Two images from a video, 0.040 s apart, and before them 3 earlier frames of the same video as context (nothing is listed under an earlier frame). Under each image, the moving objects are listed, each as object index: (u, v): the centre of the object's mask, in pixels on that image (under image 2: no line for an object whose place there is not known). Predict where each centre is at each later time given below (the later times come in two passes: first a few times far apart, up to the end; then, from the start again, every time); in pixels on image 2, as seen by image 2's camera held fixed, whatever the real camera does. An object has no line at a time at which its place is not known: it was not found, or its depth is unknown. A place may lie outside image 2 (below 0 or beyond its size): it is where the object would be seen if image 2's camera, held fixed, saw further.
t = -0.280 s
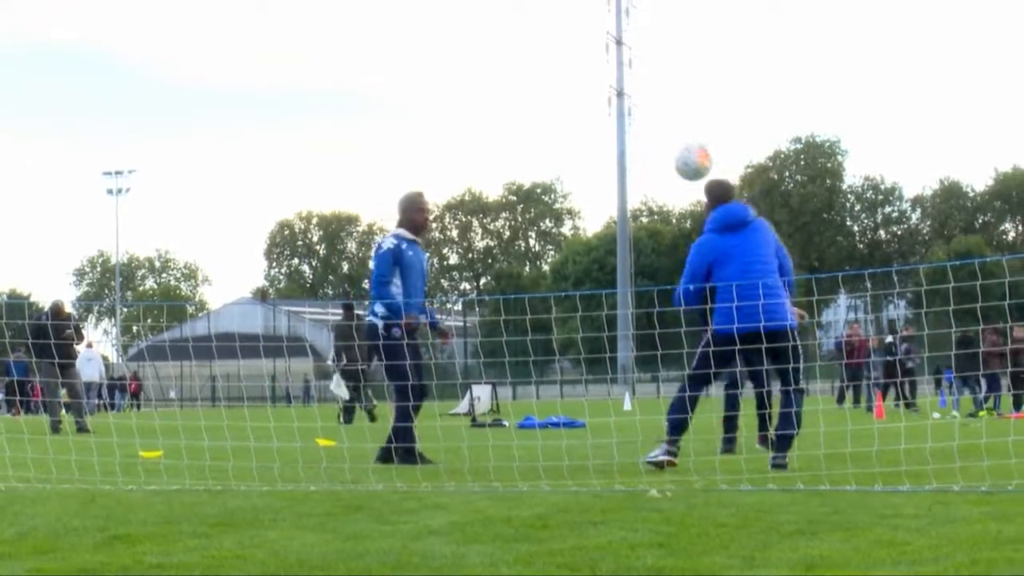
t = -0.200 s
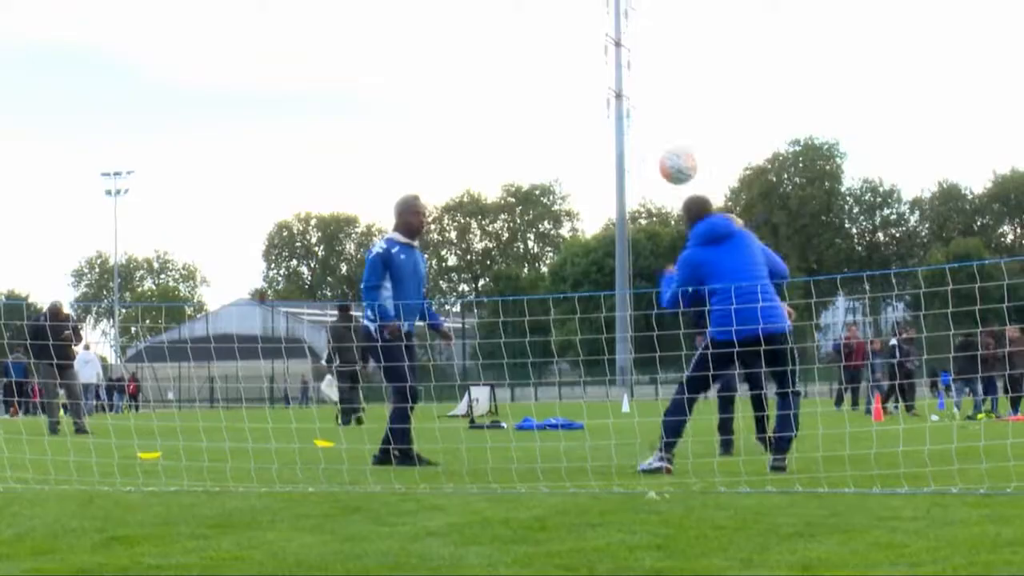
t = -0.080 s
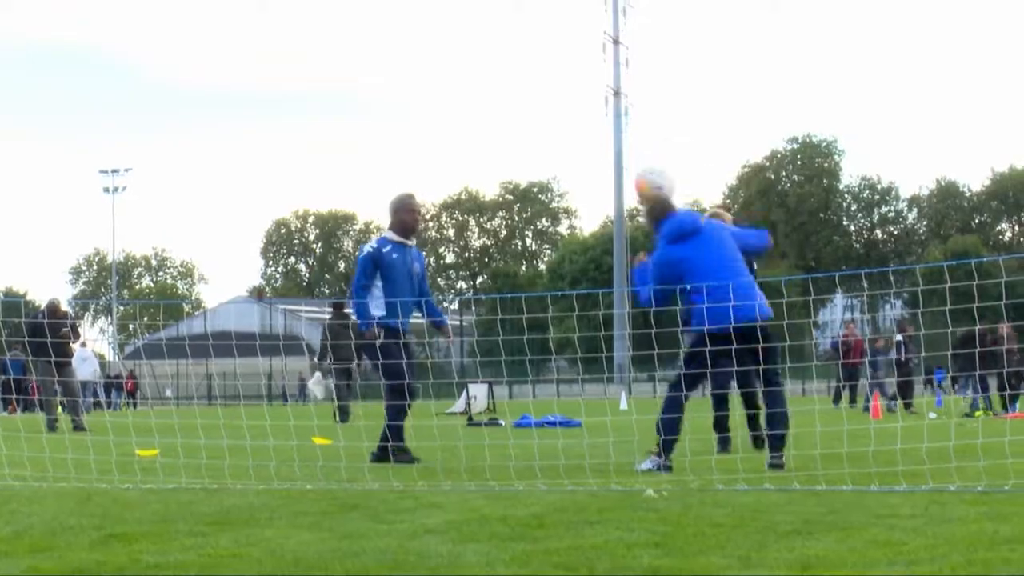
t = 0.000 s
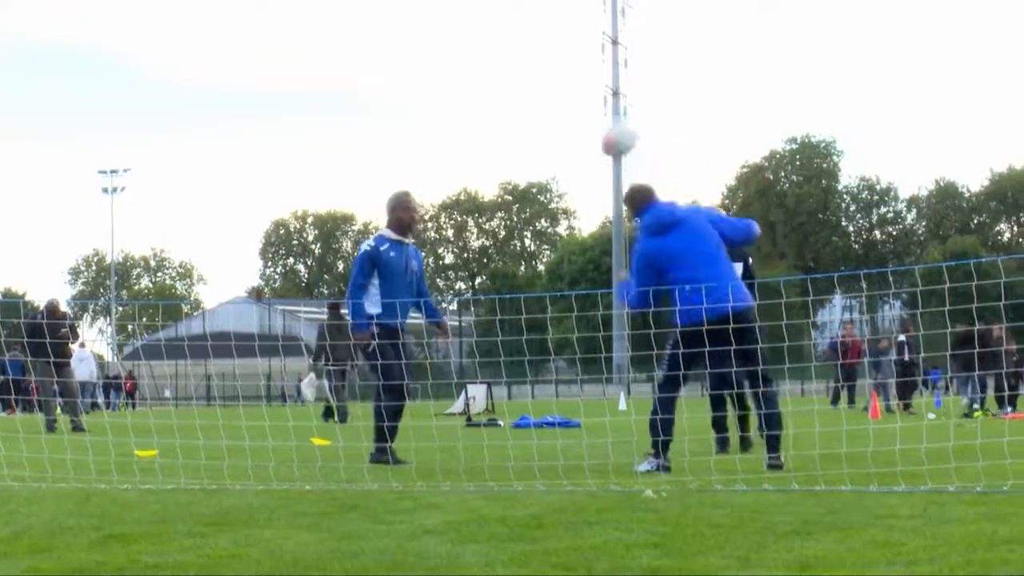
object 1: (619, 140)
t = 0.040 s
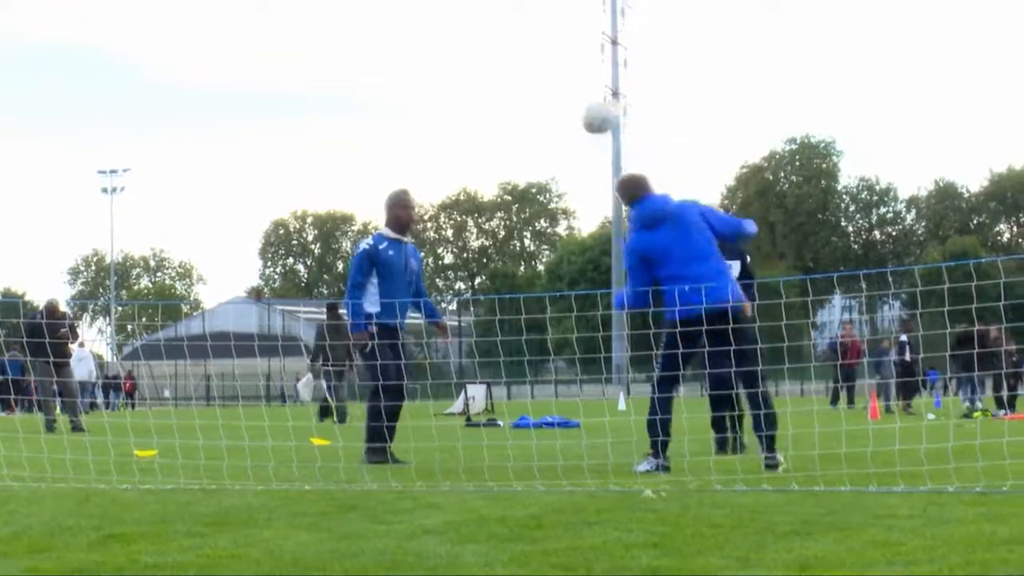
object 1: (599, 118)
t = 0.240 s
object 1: (513, 43)
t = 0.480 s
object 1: (409, 54)
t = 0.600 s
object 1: (358, 99)
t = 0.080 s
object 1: (583, 96)
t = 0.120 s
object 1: (566, 78)
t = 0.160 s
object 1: (548, 63)
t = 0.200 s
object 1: (531, 51)
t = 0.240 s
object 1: (513, 43)
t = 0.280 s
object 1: (496, 37)
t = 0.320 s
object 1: (478, 34)
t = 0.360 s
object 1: (461, 34)
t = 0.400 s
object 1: (443, 38)
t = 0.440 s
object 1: (426, 44)
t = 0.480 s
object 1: (409, 54)
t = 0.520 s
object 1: (392, 67)
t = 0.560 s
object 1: (375, 81)
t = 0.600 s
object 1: (358, 99)
